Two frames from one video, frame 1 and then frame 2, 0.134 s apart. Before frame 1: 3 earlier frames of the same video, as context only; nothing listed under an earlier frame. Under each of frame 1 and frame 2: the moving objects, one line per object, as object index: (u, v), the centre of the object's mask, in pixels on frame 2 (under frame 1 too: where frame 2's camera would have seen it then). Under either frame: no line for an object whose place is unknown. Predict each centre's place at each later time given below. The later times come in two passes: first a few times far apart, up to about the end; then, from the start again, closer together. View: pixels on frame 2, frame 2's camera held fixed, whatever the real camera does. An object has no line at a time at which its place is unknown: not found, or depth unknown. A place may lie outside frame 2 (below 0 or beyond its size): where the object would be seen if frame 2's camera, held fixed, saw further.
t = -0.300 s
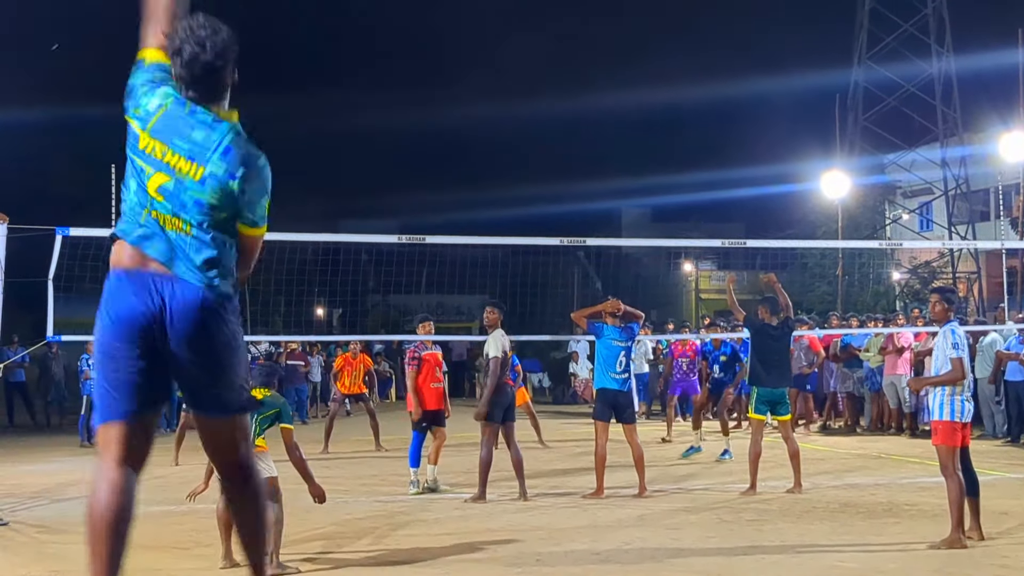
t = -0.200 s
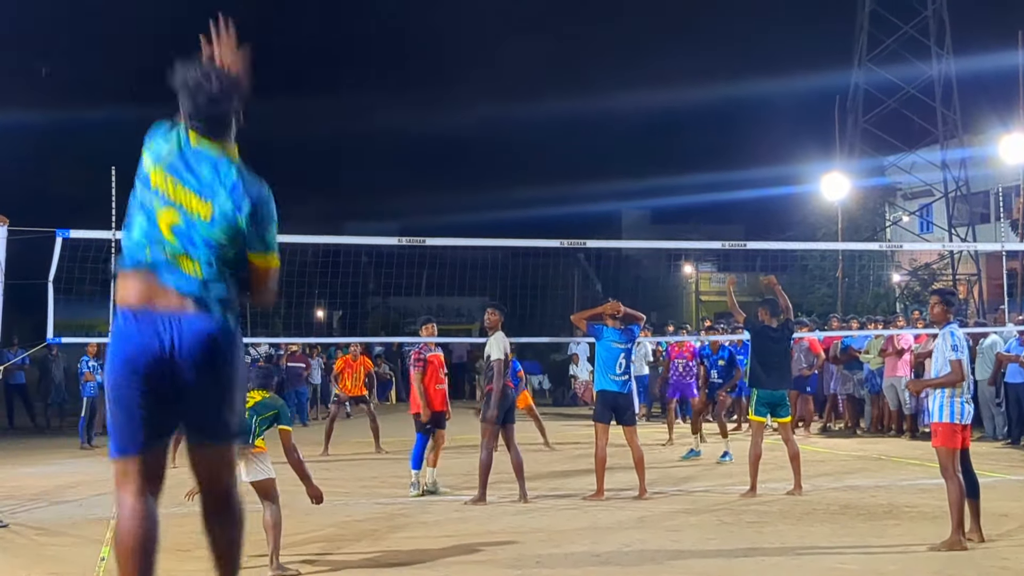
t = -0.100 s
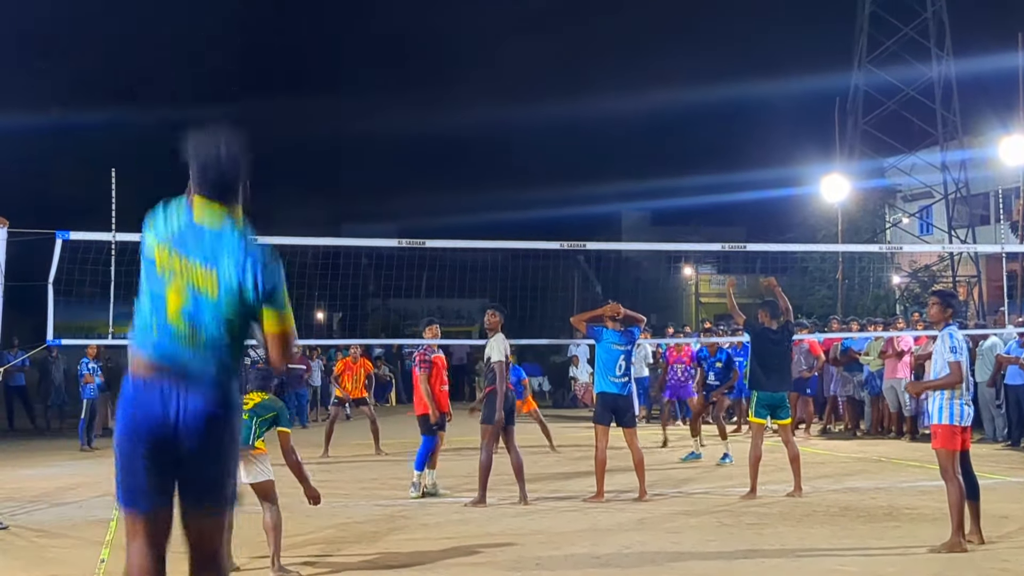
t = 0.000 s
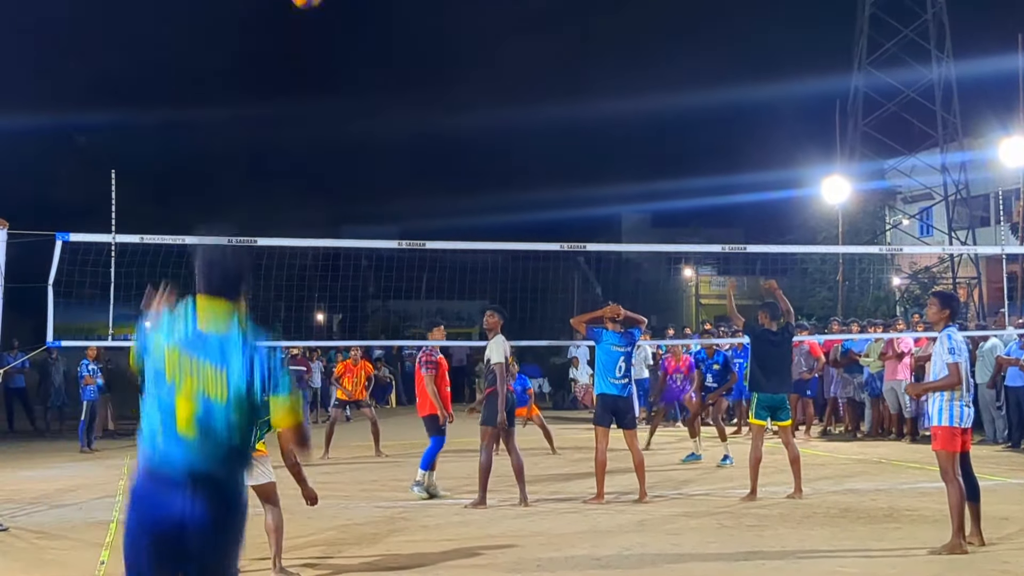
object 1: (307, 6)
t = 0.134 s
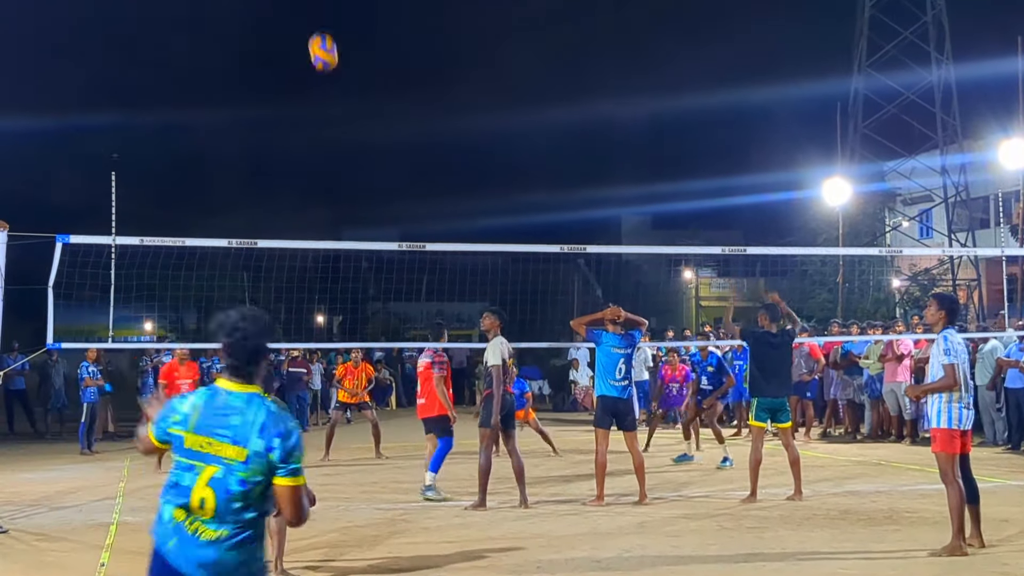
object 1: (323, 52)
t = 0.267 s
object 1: (333, 117)
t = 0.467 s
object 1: (343, 219)
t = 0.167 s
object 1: (326, 69)
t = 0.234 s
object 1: (331, 101)
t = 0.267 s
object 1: (333, 117)
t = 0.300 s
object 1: (336, 134)
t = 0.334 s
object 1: (338, 151)
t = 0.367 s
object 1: (339, 168)
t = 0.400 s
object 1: (341, 186)
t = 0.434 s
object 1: (342, 203)
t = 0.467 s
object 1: (343, 219)
